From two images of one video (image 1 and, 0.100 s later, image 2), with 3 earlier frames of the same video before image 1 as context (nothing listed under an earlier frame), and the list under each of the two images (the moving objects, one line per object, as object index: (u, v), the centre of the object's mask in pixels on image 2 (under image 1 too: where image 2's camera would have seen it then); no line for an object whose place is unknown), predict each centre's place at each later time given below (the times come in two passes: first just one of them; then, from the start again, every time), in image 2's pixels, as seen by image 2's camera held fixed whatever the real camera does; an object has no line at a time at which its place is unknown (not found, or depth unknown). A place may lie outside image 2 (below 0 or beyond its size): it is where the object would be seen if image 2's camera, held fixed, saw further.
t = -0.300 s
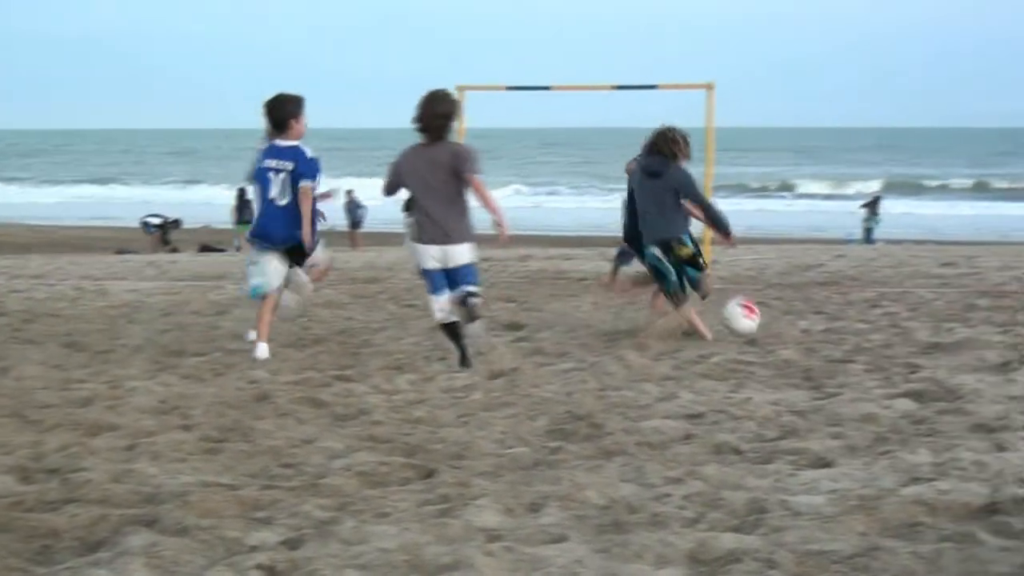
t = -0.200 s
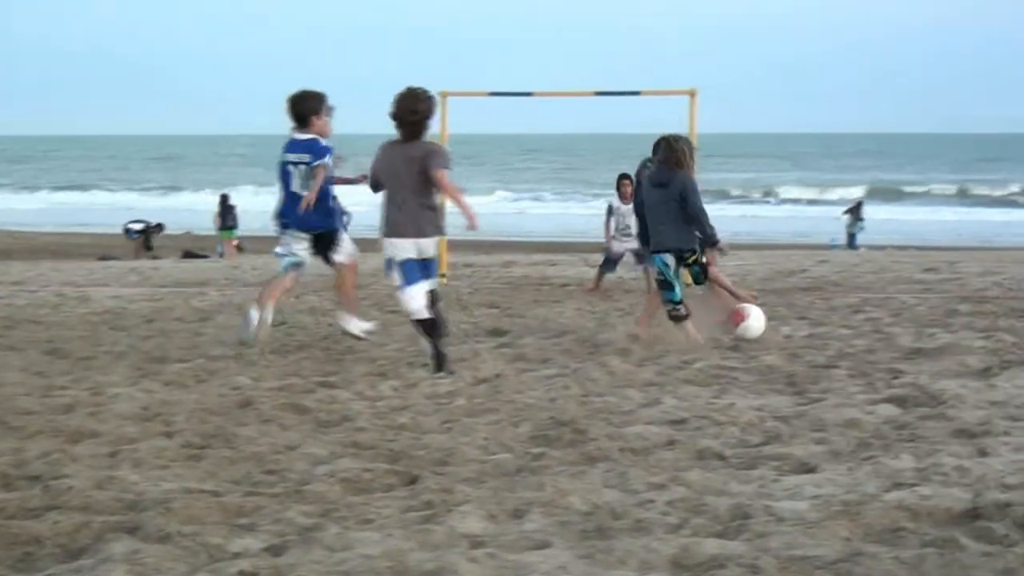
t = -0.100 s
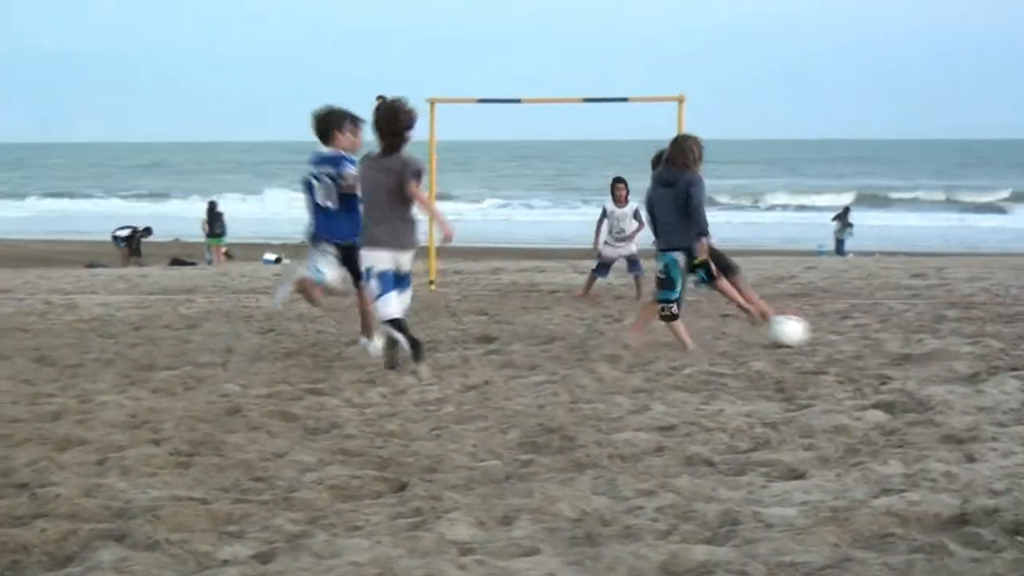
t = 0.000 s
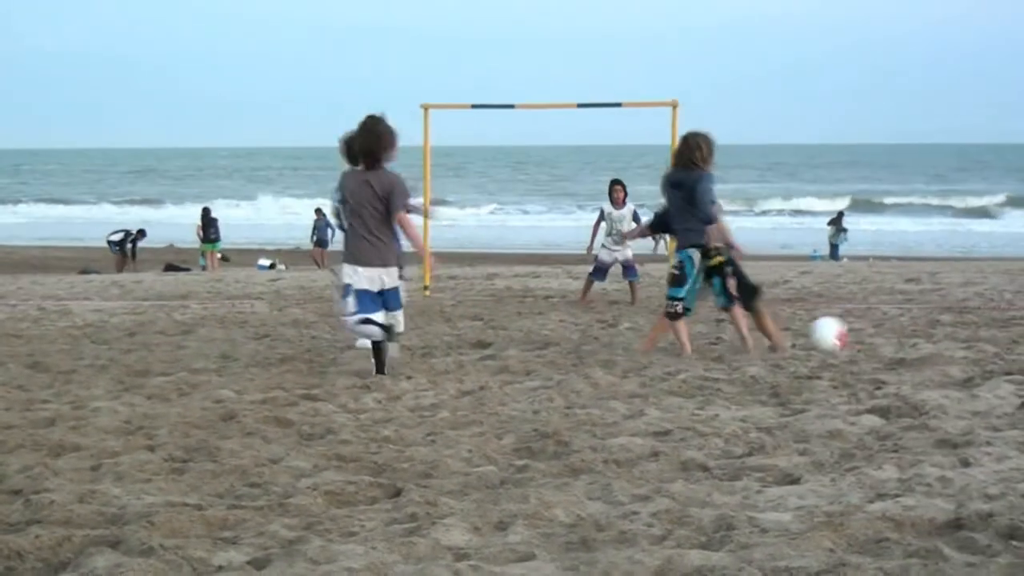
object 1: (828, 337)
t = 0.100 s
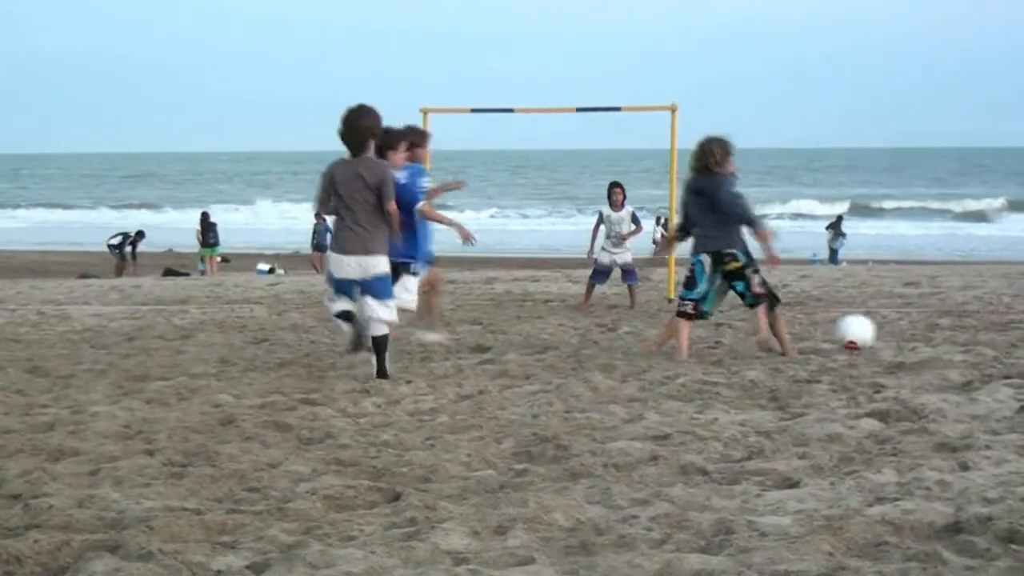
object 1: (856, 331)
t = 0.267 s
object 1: (898, 338)
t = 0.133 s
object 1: (864, 332)
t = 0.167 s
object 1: (874, 335)
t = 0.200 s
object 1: (885, 338)
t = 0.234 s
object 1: (893, 338)
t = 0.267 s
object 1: (898, 338)
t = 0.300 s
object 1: (905, 336)
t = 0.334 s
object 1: (911, 337)
